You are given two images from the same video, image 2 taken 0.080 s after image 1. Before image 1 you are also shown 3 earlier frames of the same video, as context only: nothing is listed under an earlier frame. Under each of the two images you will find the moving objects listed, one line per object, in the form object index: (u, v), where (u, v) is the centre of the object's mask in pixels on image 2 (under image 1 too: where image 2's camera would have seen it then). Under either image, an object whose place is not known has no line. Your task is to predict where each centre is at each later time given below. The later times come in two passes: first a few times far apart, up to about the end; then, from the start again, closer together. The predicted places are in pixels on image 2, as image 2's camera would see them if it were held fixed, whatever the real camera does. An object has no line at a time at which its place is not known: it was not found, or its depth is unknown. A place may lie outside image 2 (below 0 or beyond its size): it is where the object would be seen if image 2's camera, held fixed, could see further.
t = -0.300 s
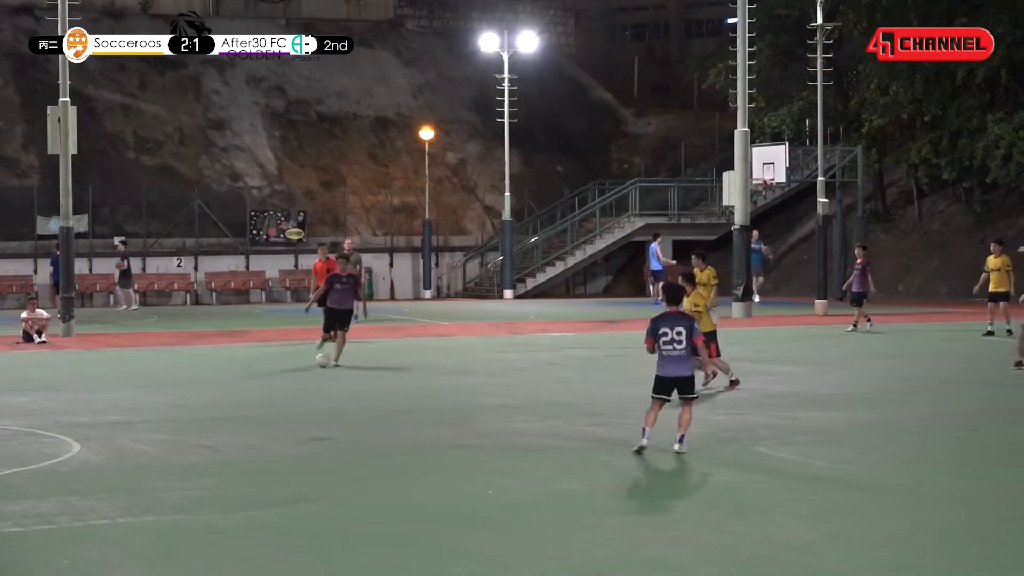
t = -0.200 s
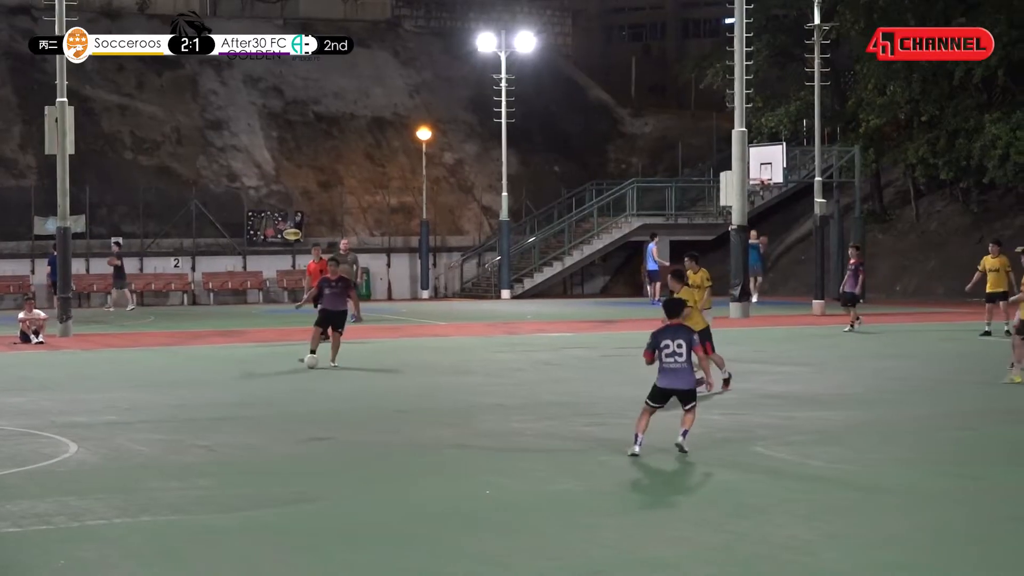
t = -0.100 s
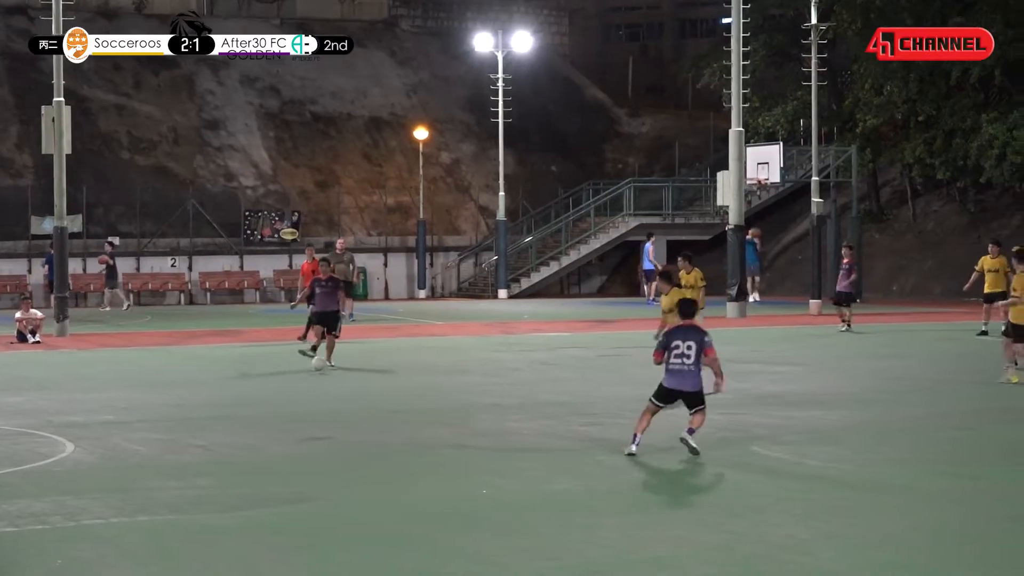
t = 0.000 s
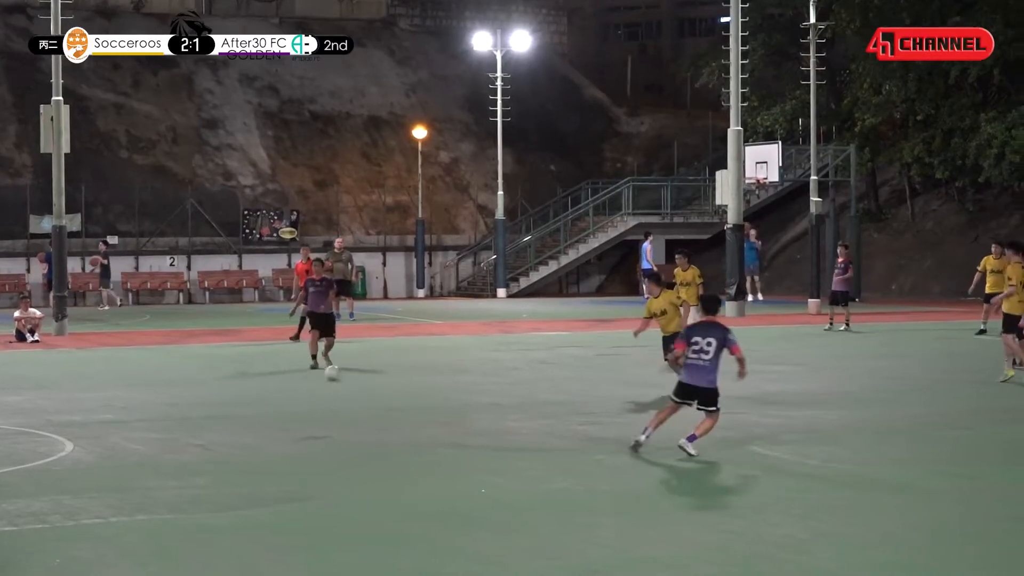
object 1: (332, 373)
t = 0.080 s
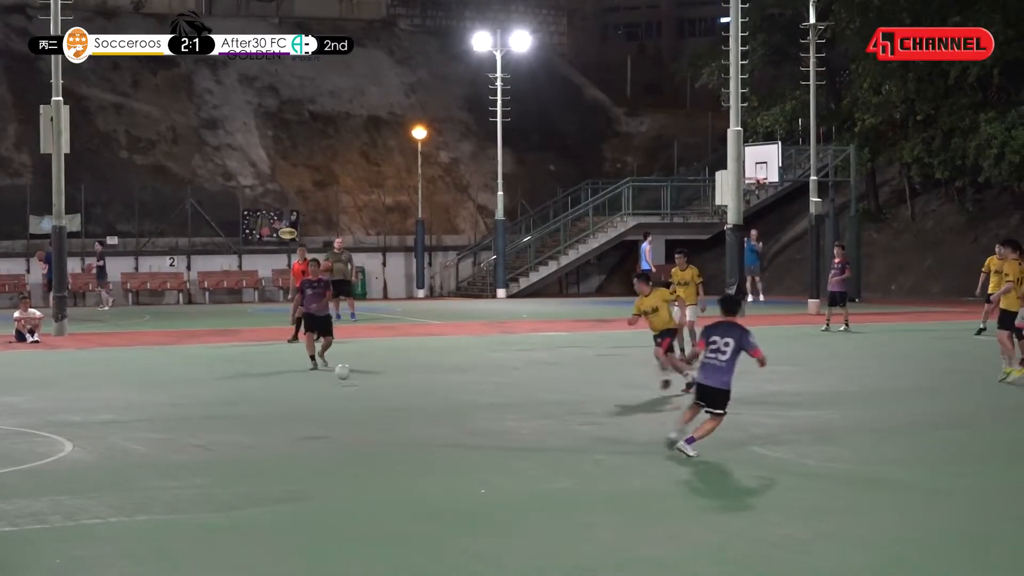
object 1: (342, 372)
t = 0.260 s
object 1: (368, 383)
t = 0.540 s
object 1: (403, 394)
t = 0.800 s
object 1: (440, 415)
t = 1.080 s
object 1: (485, 434)
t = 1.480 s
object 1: (565, 470)
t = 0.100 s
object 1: (345, 372)
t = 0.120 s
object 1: (348, 373)
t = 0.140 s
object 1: (351, 374)
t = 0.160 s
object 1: (353, 376)
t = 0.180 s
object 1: (357, 377)
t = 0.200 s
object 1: (360, 380)
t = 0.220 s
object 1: (363, 383)
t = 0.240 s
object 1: (365, 384)
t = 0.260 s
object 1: (368, 383)
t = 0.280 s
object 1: (370, 382)
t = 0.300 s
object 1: (372, 382)
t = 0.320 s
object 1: (375, 382)
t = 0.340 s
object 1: (377, 382)
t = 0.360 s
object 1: (380, 383)
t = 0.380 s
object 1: (383, 384)
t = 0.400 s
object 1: (385, 386)
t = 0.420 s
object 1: (387, 388)
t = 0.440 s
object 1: (390, 390)
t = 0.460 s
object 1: (392, 393)
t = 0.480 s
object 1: (395, 396)
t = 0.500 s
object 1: (398, 396)
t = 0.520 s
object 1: (400, 395)
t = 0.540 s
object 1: (403, 394)
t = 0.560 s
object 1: (406, 394)
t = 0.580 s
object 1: (409, 394)
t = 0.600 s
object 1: (412, 394)
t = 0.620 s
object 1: (414, 395)
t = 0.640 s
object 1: (417, 396)
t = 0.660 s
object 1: (419, 398)
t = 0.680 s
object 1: (422, 400)
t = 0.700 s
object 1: (425, 402)
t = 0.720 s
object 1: (428, 405)
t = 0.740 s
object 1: (431, 409)
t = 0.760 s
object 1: (434, 413)
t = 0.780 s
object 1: (437, 415)
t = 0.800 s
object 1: (440, 415)
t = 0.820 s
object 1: (443, 415)
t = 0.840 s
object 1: (446, 415)
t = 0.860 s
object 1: (449, 415)
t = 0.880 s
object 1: (452, 416)
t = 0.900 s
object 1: (456, 418)
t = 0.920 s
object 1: (459, 419)
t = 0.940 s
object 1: (462, 421)
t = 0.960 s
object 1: (465, 425)
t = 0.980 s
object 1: (469, 428)
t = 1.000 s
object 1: (472, 429)
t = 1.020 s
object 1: (475, 430)
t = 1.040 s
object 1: (478, 431)
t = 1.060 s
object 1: (482, 432)
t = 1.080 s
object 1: (485, 434)
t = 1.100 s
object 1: (488, 435)
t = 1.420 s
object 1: (551, 461)
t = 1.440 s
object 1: (555, 463)
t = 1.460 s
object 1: (560, 467)
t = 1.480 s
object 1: (565, 470)
